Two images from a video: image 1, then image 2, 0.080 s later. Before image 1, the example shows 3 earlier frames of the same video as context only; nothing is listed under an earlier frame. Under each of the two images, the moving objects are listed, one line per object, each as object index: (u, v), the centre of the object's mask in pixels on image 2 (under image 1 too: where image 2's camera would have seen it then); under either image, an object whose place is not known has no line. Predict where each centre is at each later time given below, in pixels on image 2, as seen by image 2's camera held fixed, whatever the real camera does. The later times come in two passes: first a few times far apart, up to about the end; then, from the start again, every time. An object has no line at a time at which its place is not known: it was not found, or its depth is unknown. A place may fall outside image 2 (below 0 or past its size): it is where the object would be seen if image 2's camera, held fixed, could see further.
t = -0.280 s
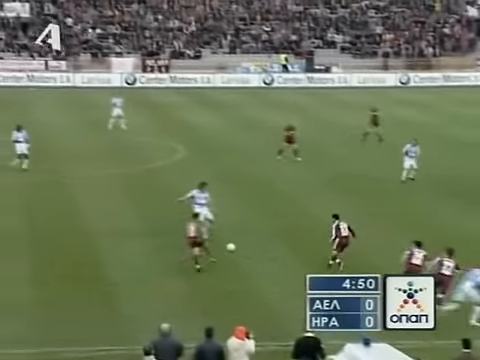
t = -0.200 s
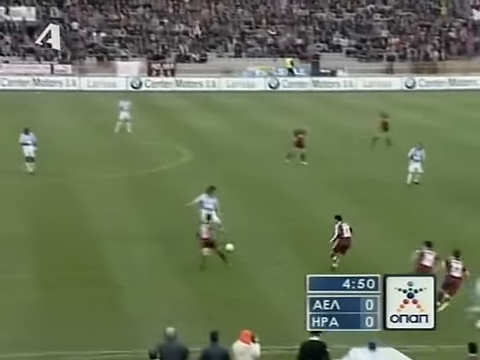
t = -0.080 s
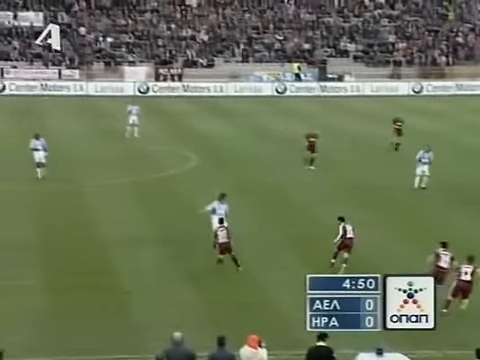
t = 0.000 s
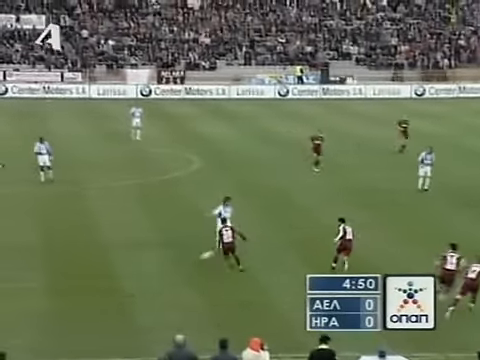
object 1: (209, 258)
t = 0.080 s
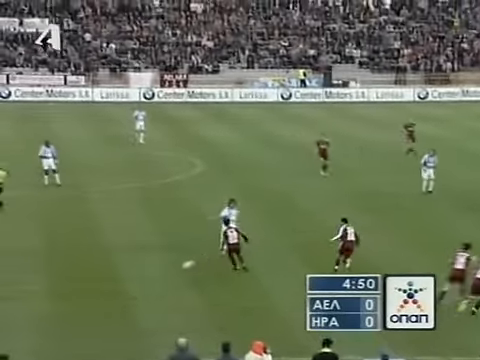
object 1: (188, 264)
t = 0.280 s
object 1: (138, 276)
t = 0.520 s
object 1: (78, 290)
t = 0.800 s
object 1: (19, 302)
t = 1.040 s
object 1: (-28, 312)
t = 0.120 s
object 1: (177, 268)
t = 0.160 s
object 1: (168, 270)
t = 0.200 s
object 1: (157, 272)
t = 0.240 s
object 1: (148, 274)
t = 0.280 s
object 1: (138, 276)
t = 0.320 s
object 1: (127, 279)
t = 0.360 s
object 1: (116, 282)
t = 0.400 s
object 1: (106, 283)
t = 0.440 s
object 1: (97, 285)
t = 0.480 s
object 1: (88, 287)
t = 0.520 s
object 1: (78, 290)
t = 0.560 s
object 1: (69, 292)
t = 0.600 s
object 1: (60, 294)
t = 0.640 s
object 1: (52, 295)
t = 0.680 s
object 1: (43, 297)
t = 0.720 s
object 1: (35, 299)
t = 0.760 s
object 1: (26, 301)
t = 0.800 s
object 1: (19, 302)
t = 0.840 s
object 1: (10, 304)
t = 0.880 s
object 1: (2, 305)
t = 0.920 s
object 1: (-5, 307)
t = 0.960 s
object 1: (-13, 309)
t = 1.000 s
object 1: (-21, 310)
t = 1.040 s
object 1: (-28, 312)
